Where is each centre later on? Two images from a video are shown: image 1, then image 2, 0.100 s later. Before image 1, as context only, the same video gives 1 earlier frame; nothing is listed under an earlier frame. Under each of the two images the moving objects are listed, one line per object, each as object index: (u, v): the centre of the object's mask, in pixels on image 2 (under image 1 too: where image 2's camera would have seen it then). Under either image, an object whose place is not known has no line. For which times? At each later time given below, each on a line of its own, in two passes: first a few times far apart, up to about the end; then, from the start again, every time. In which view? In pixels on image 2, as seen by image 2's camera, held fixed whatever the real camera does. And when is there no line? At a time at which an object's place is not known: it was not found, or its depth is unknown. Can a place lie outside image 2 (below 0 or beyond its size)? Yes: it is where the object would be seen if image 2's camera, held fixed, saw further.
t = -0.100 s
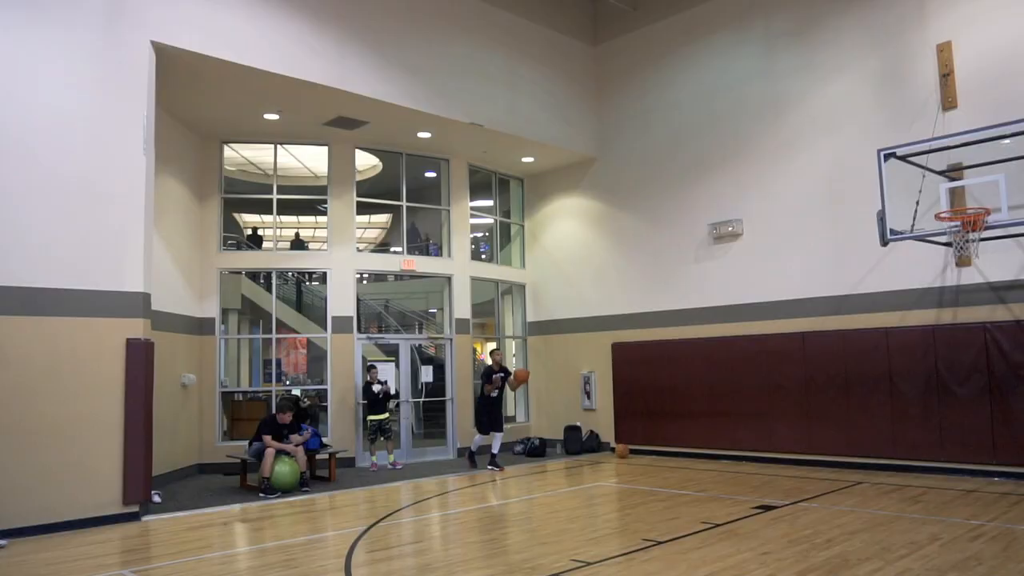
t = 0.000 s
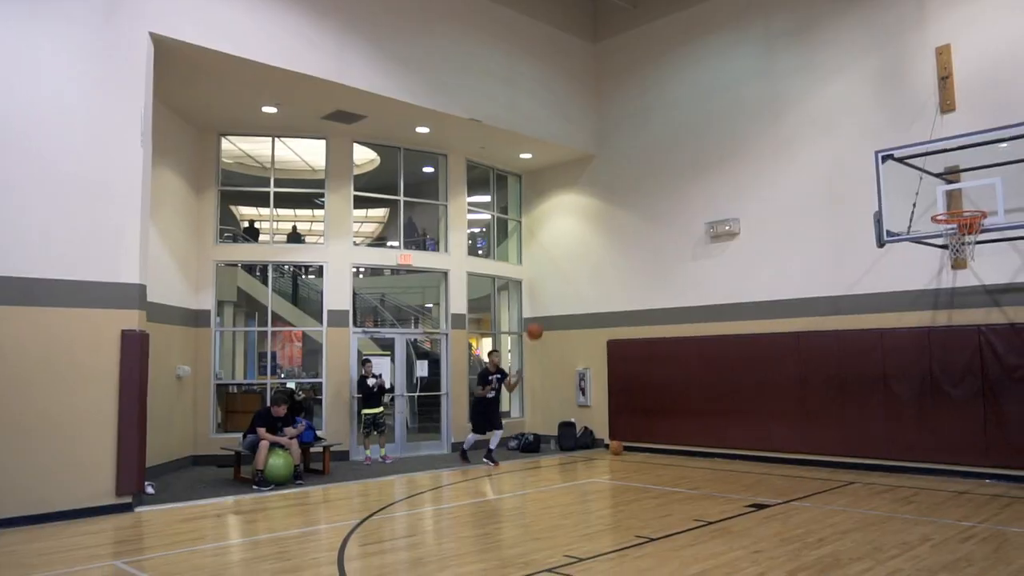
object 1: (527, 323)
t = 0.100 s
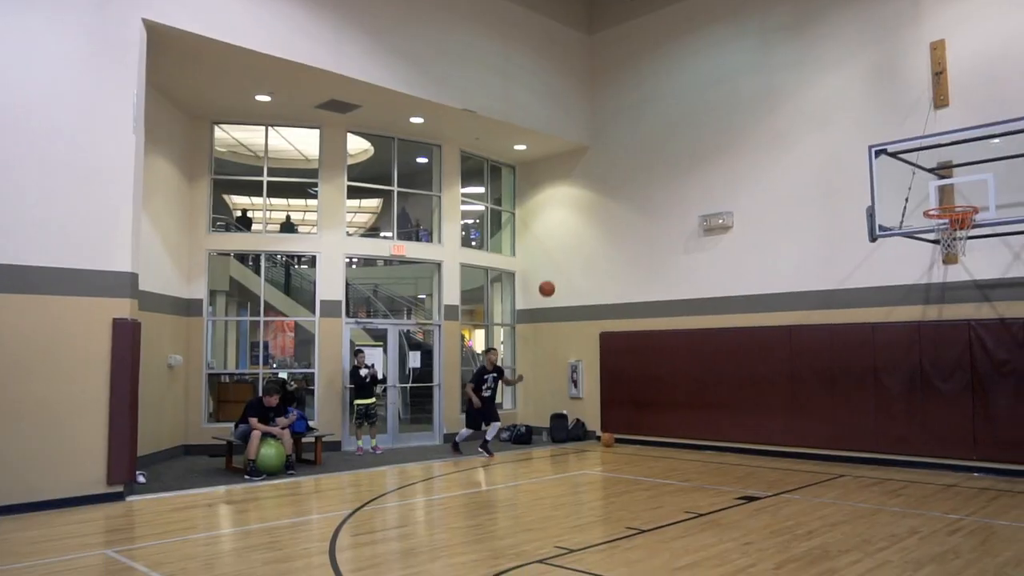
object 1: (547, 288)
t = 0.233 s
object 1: (572, 250)
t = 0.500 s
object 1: (629, 205)
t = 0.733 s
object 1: (682, 204)
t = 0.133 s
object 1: (553, 278)
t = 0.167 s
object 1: (559, 268)
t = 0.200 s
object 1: (566, 258)
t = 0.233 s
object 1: (572, 250)
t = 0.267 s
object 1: (579, 242)
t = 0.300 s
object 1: (586, 234)
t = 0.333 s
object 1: (593, 228)
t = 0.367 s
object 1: (600, 222)
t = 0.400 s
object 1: (607, 216)
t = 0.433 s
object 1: (614, 212)
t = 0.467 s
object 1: (621, 208)
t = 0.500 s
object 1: (629, 205)
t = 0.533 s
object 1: (636, 202)
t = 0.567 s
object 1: (643, 200)
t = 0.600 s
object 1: (651, 199)
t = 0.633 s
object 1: (658, 199)
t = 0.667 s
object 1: (667, 200)
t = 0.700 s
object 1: (674, 202)
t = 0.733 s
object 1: (682, 204)
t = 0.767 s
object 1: (691, 207)
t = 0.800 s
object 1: (700, 212)
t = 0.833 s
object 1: (709, 216)
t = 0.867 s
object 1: (718, 223)
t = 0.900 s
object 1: (728, 229)
